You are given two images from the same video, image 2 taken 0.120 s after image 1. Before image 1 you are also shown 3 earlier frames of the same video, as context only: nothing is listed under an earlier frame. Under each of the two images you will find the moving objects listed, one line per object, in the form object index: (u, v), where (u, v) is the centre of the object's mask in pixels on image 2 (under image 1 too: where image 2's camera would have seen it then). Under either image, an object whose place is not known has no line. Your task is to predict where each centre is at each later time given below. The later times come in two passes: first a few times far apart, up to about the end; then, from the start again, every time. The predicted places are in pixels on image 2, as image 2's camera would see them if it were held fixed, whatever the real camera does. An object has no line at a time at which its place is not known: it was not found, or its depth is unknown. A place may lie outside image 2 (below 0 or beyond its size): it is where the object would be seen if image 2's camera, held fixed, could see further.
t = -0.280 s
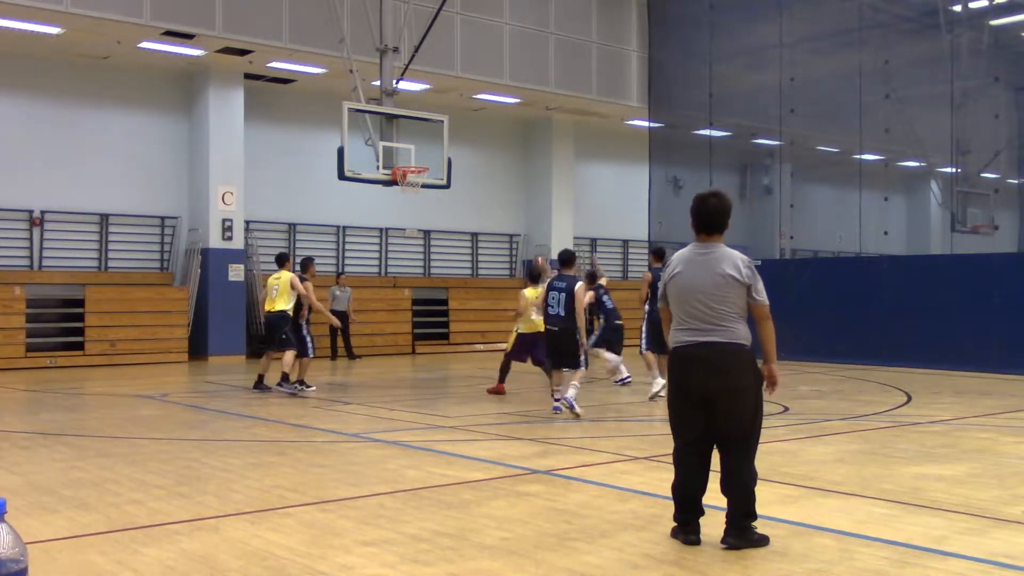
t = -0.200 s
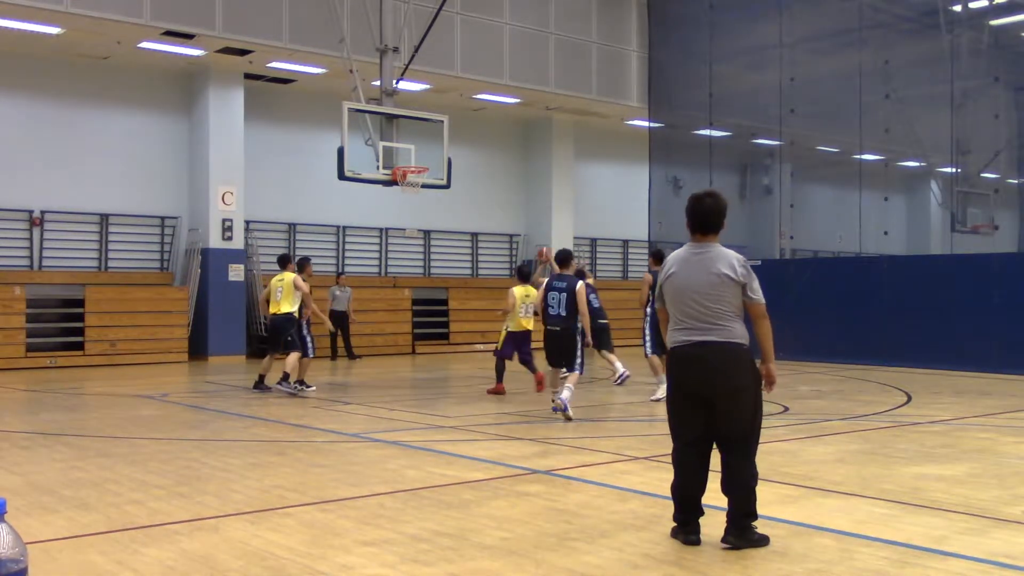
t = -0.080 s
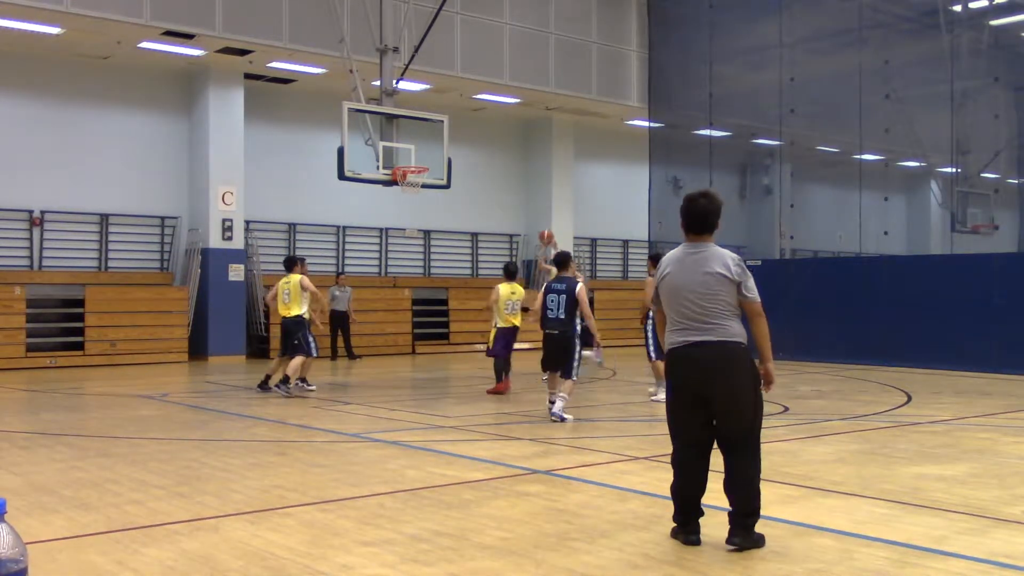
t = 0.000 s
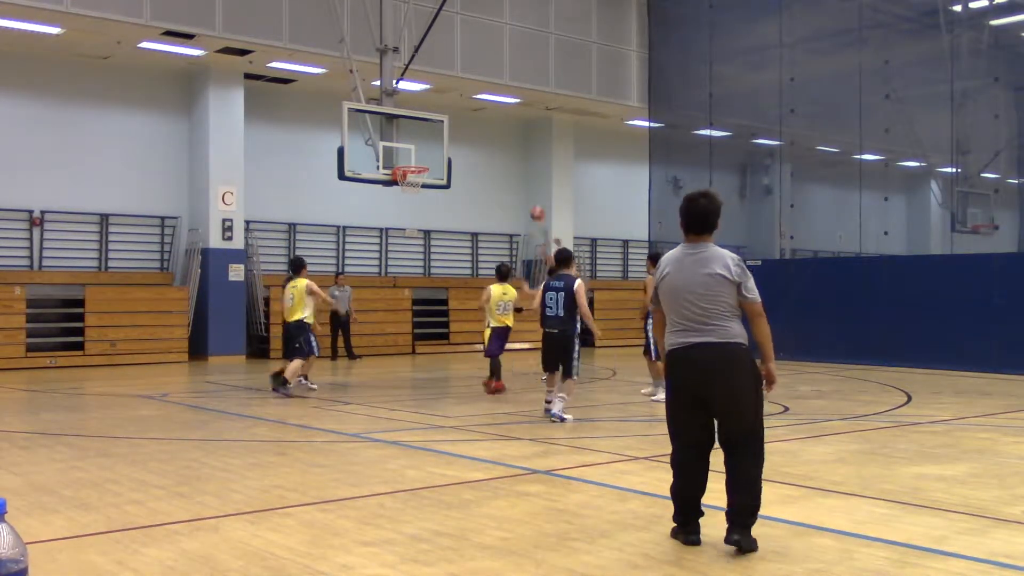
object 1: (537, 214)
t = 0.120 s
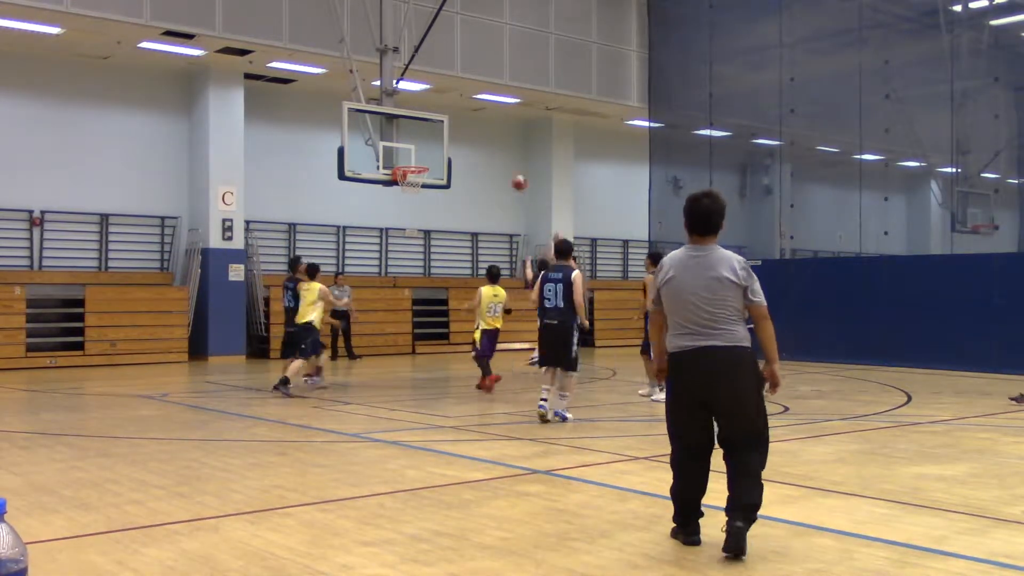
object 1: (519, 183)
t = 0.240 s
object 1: (501, 160)
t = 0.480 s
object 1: (461, 141)
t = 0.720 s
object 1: (422, 159)
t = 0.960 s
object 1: (403, 186)
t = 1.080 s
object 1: (409, 204)
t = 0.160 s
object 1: (513, 175)
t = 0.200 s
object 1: (506, 167)
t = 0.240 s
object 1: (501, 160)
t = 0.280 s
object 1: (494, 155)
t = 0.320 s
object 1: (487, 150)
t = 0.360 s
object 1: (482, 146)
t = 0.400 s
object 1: (475, 144)
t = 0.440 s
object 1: (468, 142)
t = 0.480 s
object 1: (461, 141)
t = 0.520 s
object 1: (455, 141)
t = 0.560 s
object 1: (452, 142)
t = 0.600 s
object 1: (441, 145)
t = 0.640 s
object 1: (435, 149)
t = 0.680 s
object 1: (428, 153)
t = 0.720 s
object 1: (422, 159)
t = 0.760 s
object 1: (416, 164)
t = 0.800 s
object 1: (411, 167)
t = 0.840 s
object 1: (403, 176)
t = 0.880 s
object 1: (402, 179)
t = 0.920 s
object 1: (402, 183)
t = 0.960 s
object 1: (403, 186)
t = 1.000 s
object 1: (405, 191)
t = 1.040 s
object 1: (407, 197)
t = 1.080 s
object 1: (409, 204)
